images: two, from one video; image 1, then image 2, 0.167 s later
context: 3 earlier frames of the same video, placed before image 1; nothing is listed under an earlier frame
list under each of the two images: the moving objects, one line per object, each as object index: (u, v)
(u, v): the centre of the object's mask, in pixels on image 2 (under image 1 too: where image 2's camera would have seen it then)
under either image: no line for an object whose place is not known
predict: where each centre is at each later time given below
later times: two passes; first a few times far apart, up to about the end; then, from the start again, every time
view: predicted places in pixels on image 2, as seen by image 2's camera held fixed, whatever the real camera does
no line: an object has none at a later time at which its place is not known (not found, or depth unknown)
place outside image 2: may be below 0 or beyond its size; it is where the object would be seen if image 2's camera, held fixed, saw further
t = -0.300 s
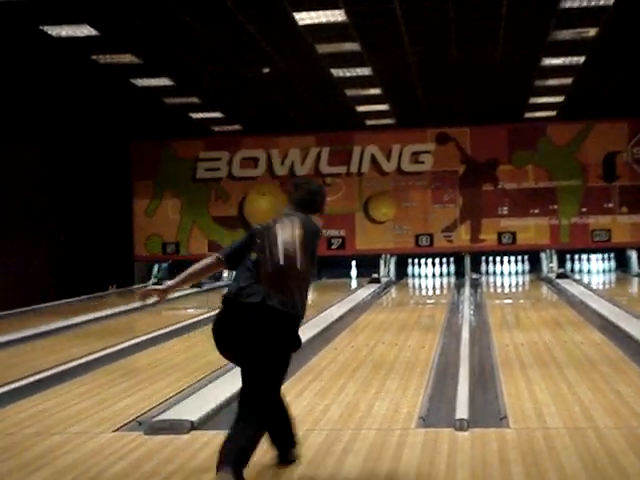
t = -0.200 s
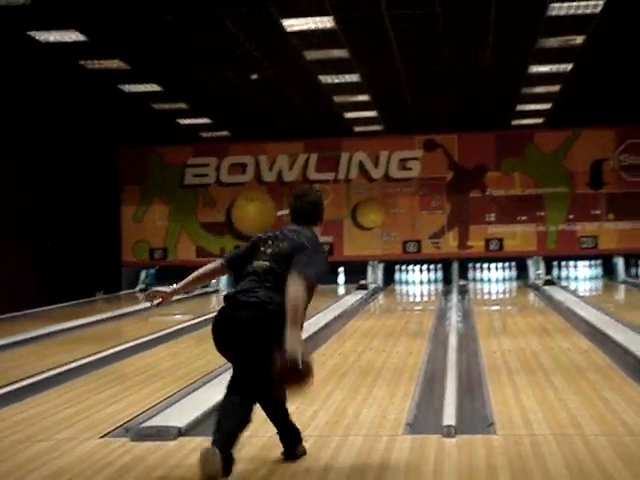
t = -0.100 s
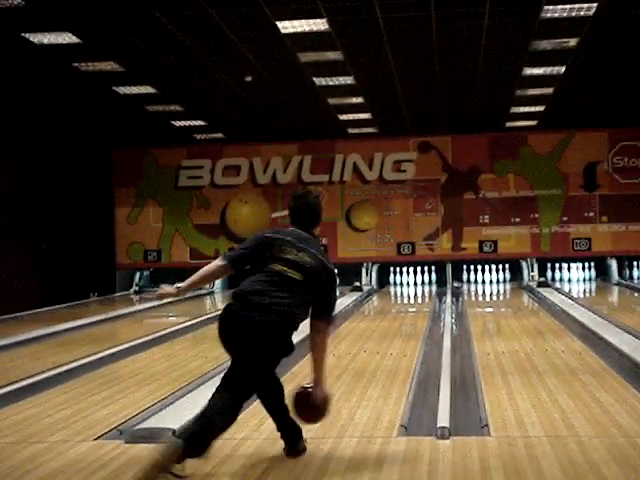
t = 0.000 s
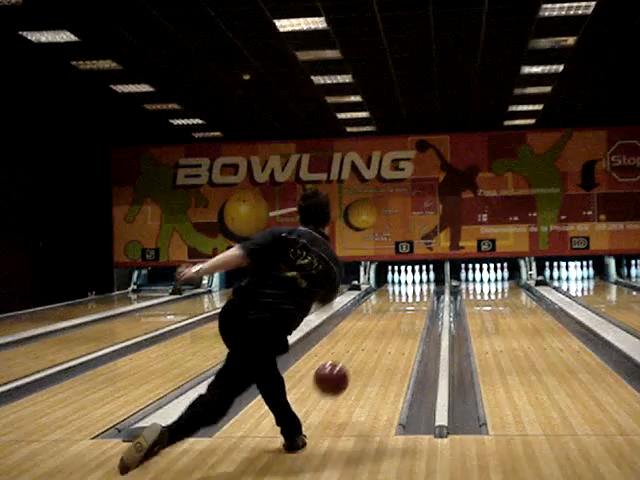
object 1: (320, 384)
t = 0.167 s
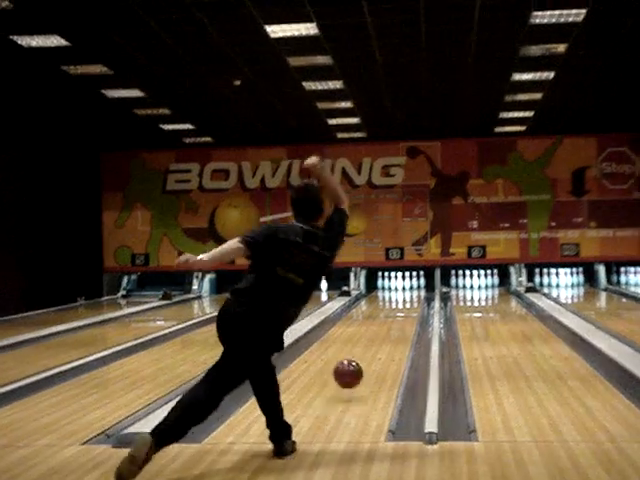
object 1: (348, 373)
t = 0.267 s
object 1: (360, 365)
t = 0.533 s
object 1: (383, 344)
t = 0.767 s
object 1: (396, 328)
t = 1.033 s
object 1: (406, 315)
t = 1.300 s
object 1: (412, 304)
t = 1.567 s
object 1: (416, 297)
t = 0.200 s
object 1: (352, 376)
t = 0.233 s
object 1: (356, 374)
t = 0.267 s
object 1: (360, 365)
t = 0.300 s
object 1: (363, 360)
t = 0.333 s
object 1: (367, 357)
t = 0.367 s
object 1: (370, 354)
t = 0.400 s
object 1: (372, 354)
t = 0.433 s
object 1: (375, 352)
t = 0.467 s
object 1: (378, 348)
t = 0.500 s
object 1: (381, 346)
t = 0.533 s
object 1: (383, 344)
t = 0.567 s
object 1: (385, 341)
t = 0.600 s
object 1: (387, 339)
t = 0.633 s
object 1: (389, 337)
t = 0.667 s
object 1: (392, 334)
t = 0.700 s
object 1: (393, 332)
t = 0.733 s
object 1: (395, 330)
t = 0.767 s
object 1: (396, 328)
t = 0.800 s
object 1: (397, 326)
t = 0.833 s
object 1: (399, 324)
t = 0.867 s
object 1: (400, 322)
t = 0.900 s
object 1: (401, 321)
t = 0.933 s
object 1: (402, 319)
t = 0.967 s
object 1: (404, 318)
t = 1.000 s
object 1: (405, 316)
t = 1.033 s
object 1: (406, 315)
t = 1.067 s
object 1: (407, 313)
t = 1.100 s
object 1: (407, 311)
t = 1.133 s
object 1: (408, 310)
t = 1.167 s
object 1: (409, 309)
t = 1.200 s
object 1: (410, 308)
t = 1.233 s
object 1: (410, 307)
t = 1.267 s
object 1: (411, 306)
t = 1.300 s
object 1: (412, 304)
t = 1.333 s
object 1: (413, 303)
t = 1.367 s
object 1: (413, 302)
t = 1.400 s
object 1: (414, 301)
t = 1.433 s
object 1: (414, 301)
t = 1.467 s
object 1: (414, 300)
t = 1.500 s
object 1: (415, 299)
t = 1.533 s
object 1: (415, 297)
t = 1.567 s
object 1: (416, 297)
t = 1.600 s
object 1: (415, 297)
